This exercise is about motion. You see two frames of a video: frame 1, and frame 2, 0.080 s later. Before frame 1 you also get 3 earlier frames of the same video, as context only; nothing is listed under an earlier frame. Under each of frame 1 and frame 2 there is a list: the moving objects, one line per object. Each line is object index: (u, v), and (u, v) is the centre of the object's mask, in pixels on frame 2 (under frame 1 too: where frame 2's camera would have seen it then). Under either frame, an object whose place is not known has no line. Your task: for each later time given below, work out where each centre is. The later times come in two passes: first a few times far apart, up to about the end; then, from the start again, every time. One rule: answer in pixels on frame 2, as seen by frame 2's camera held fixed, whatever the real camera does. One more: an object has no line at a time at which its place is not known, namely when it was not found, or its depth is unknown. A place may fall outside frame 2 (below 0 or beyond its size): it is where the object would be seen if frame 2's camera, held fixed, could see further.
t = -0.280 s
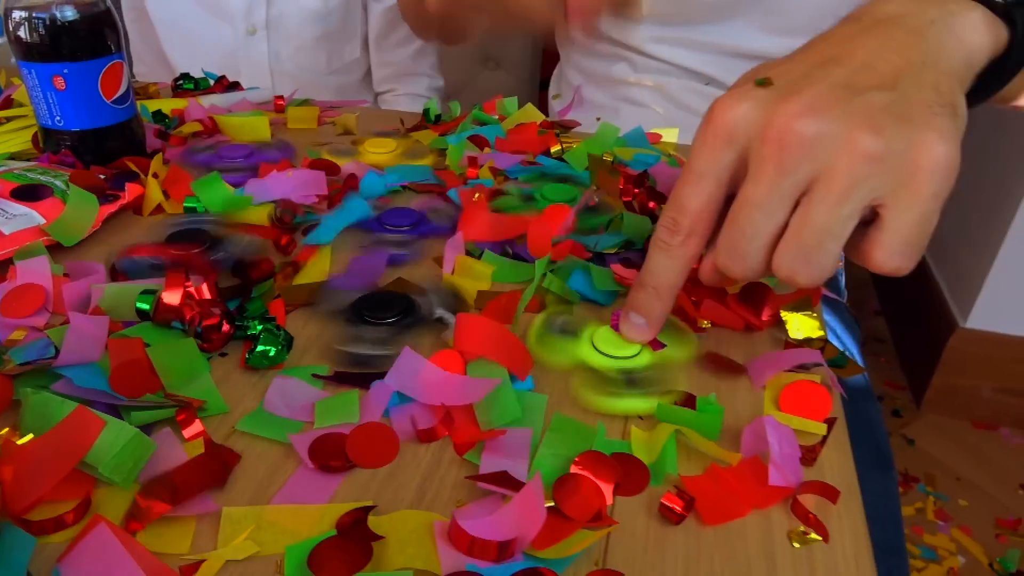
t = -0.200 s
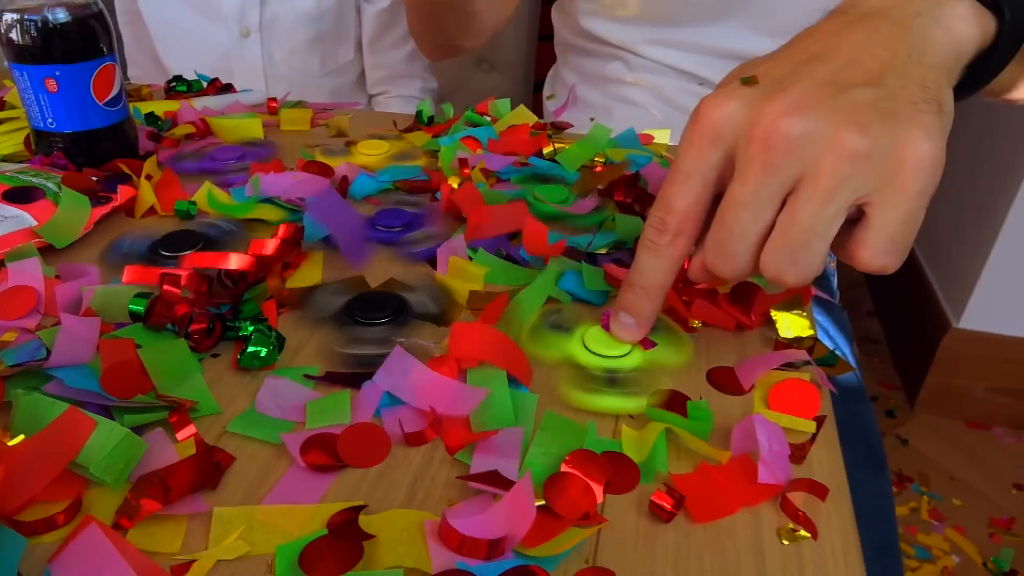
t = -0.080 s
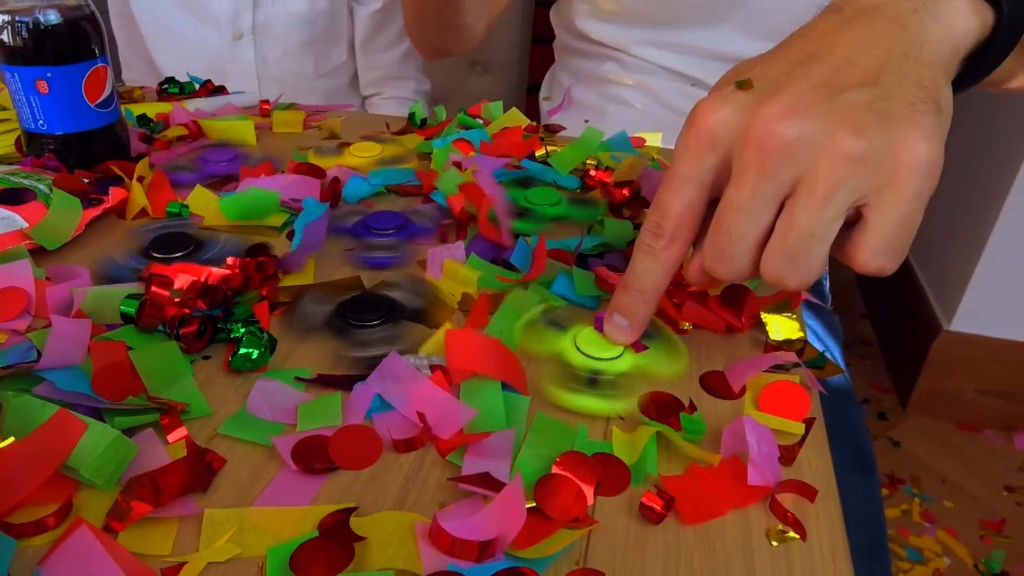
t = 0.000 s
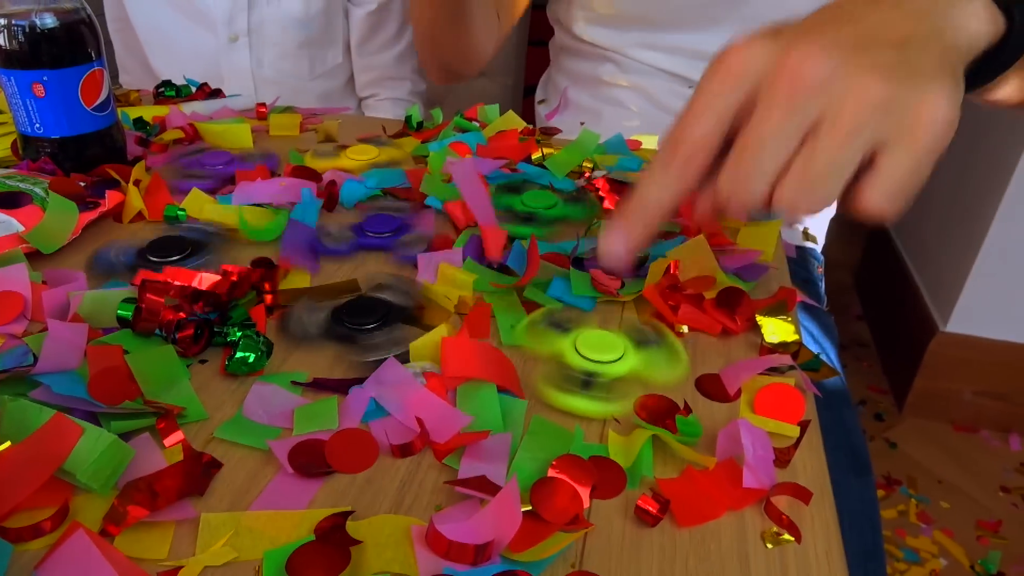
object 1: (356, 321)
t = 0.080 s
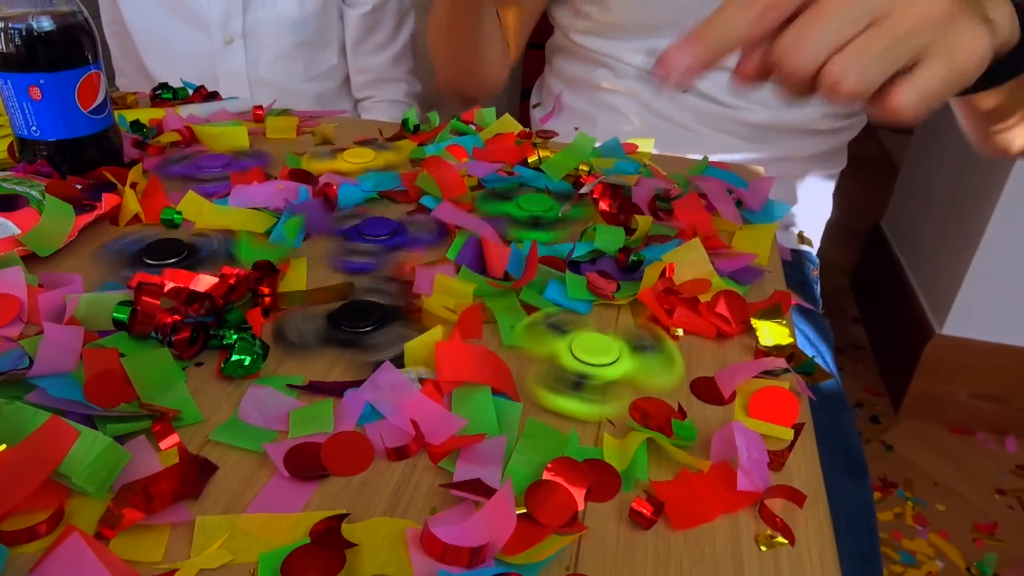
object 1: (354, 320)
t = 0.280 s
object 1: (350, 322)
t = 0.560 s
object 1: (363, 318)
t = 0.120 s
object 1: (351, 323)
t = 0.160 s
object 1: (350, 322)
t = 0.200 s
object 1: (351, 321)
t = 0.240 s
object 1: (352, 321)
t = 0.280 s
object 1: (350, 322)
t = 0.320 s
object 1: (356, 322)
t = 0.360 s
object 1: (356, 325)
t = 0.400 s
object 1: (365, 318)
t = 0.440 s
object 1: (365, 318)
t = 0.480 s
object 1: (364, 318)
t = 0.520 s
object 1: (363, 318)
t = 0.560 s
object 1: (363, 318)
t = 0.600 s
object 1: (361, 318)
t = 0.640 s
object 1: (357, 318)
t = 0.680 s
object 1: (357, 318)
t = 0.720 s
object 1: (356, 318)
